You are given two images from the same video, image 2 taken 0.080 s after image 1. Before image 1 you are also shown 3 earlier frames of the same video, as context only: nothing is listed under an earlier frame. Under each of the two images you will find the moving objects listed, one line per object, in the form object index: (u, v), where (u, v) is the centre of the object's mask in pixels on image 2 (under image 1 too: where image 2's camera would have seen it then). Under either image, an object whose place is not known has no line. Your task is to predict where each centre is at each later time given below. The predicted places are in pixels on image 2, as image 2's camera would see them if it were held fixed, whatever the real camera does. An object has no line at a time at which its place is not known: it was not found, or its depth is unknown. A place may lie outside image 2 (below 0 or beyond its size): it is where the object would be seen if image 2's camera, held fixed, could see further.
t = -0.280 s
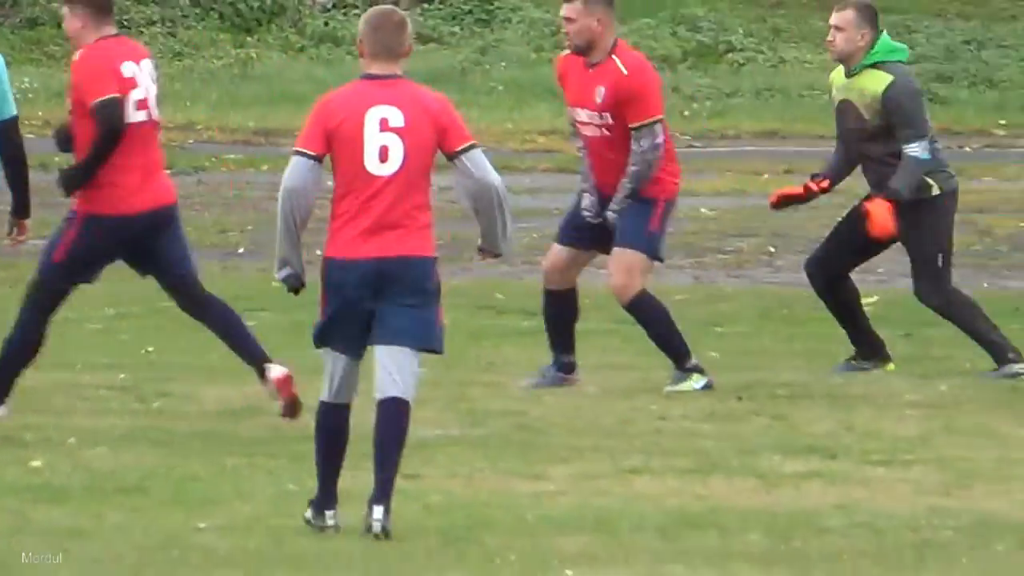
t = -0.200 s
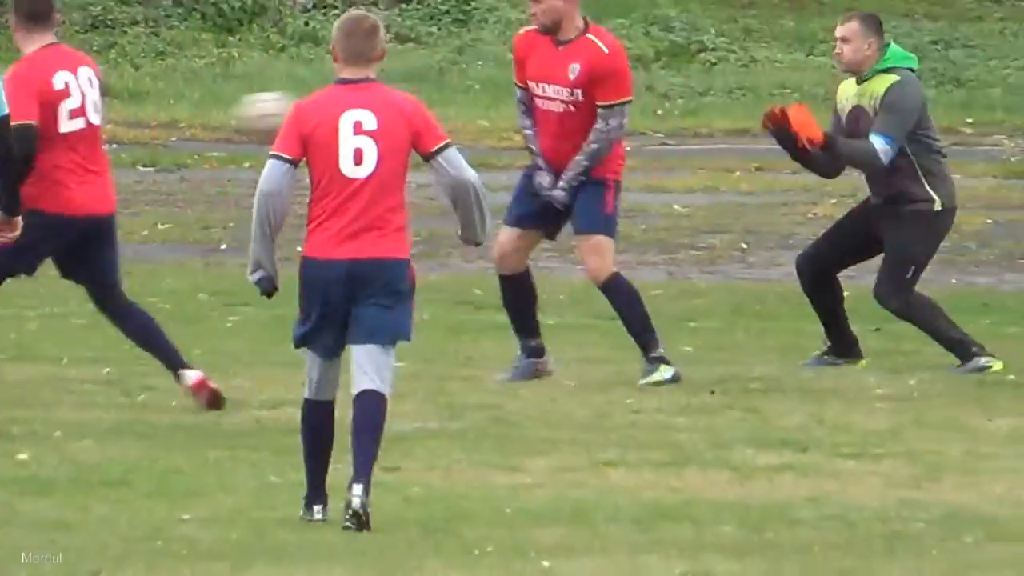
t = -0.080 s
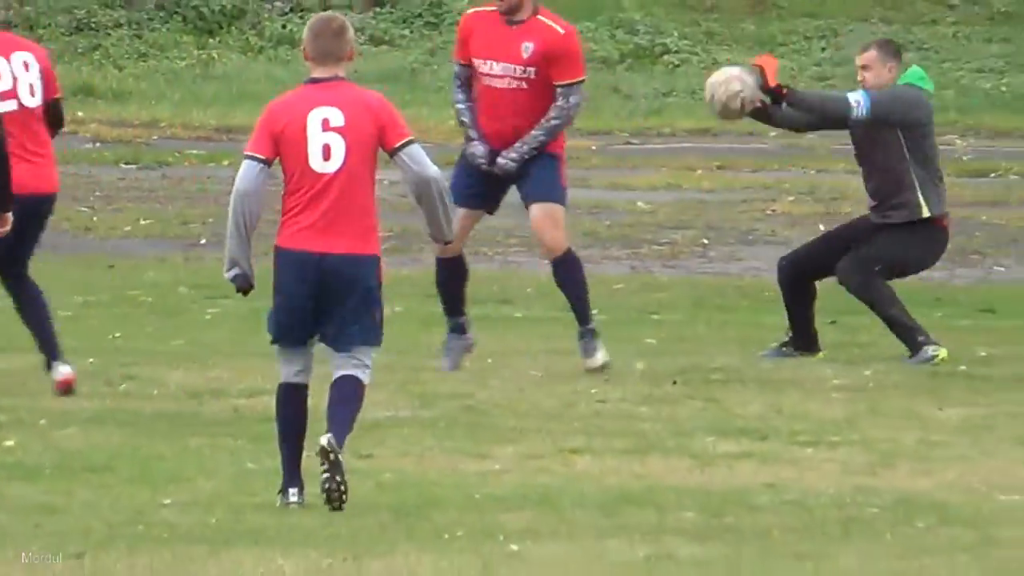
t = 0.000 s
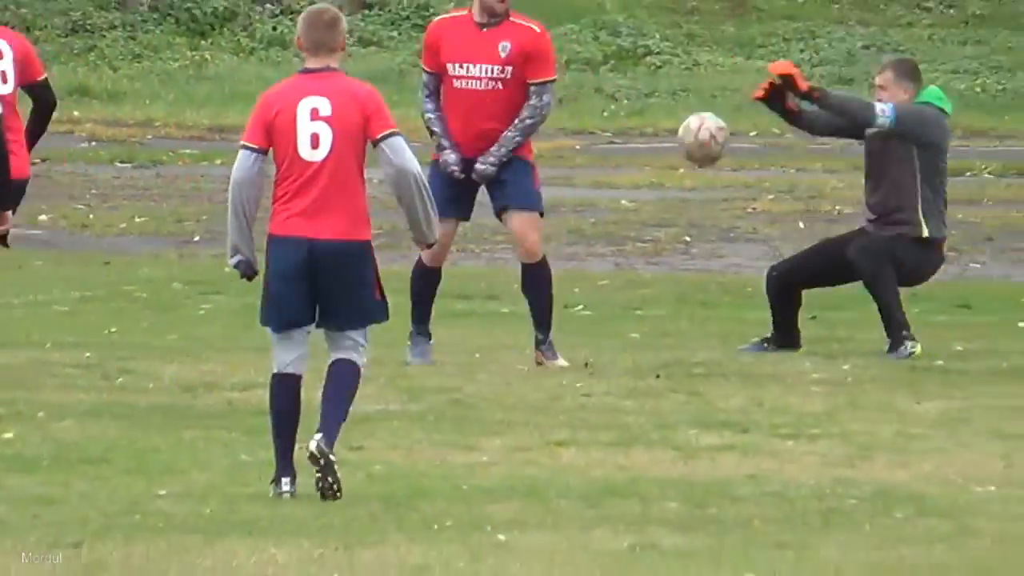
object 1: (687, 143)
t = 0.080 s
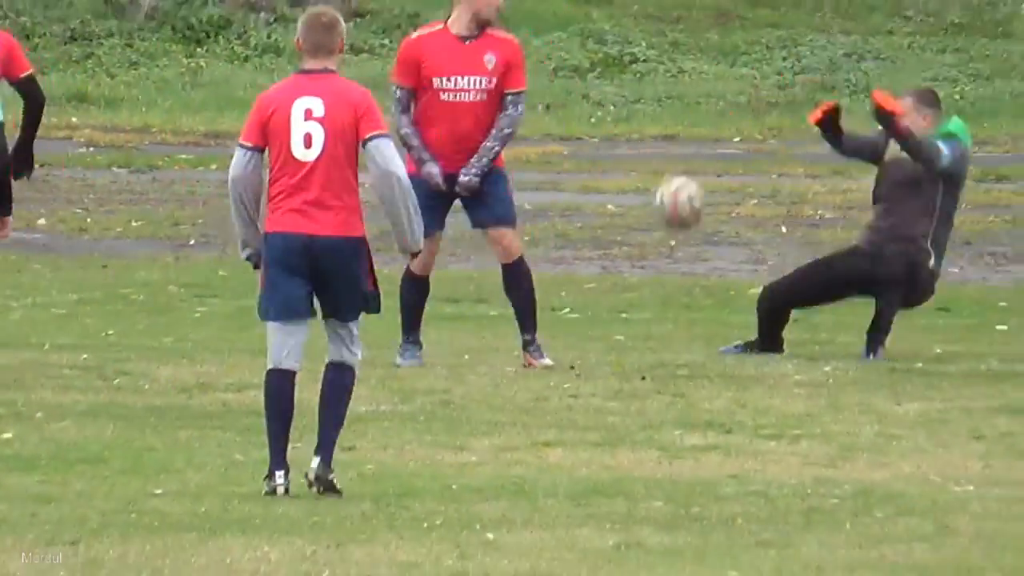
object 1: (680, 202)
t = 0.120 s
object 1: (677, 237)
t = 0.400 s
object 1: (606, 231)
